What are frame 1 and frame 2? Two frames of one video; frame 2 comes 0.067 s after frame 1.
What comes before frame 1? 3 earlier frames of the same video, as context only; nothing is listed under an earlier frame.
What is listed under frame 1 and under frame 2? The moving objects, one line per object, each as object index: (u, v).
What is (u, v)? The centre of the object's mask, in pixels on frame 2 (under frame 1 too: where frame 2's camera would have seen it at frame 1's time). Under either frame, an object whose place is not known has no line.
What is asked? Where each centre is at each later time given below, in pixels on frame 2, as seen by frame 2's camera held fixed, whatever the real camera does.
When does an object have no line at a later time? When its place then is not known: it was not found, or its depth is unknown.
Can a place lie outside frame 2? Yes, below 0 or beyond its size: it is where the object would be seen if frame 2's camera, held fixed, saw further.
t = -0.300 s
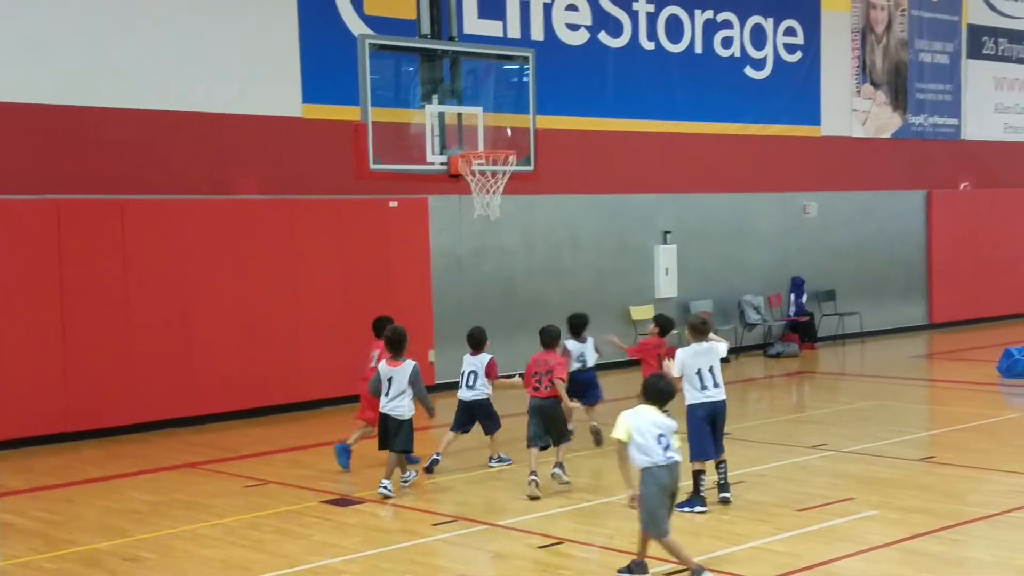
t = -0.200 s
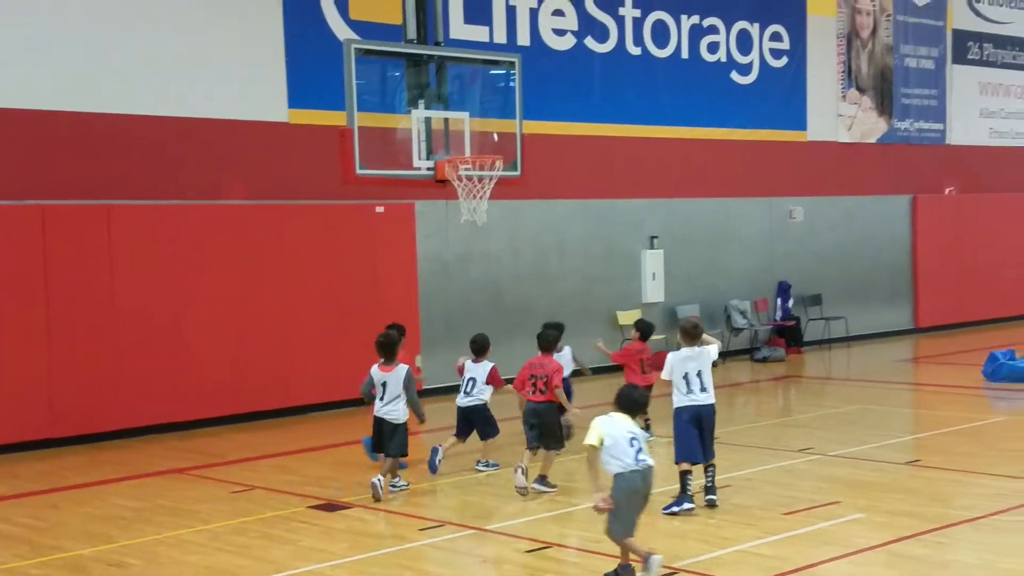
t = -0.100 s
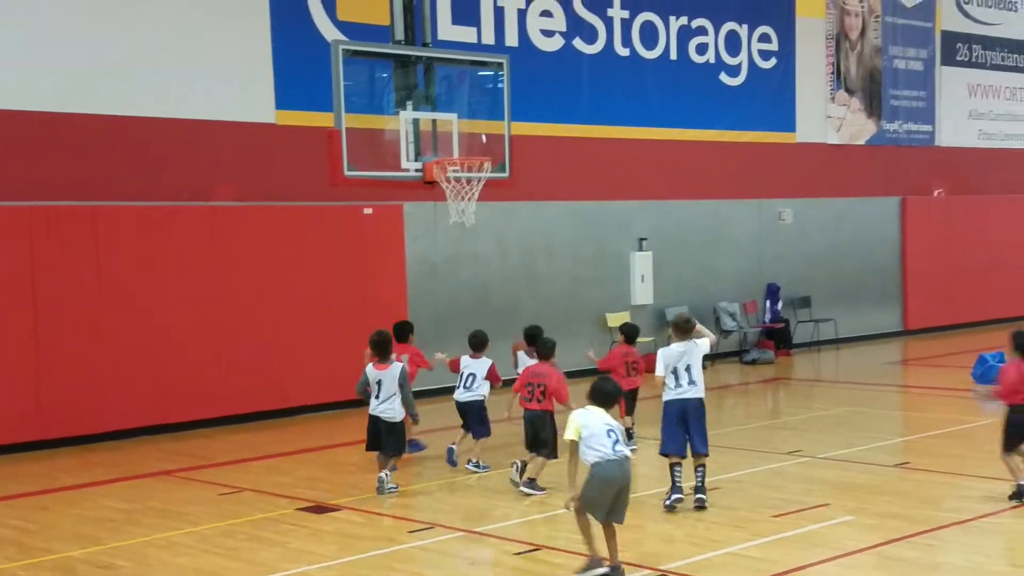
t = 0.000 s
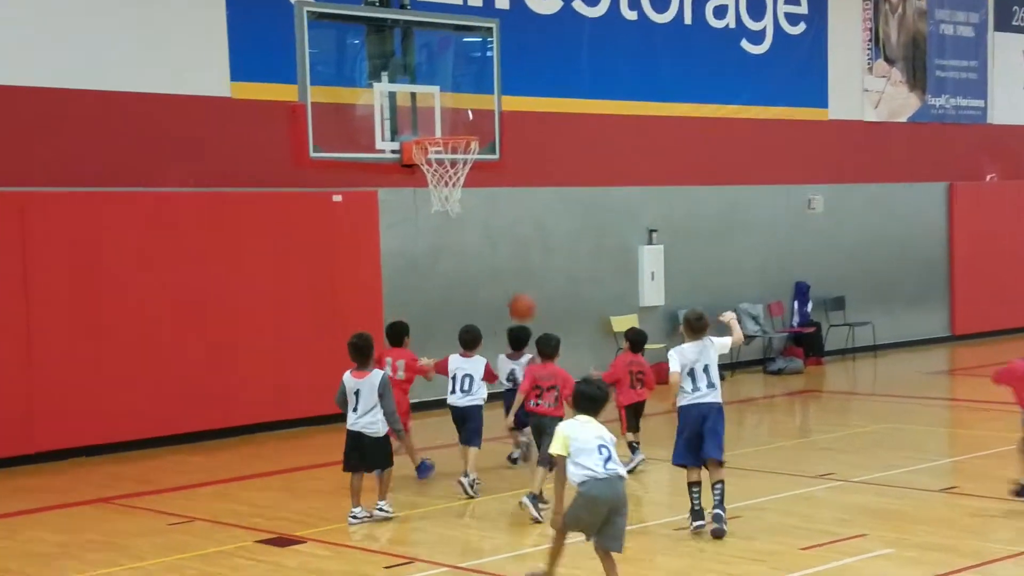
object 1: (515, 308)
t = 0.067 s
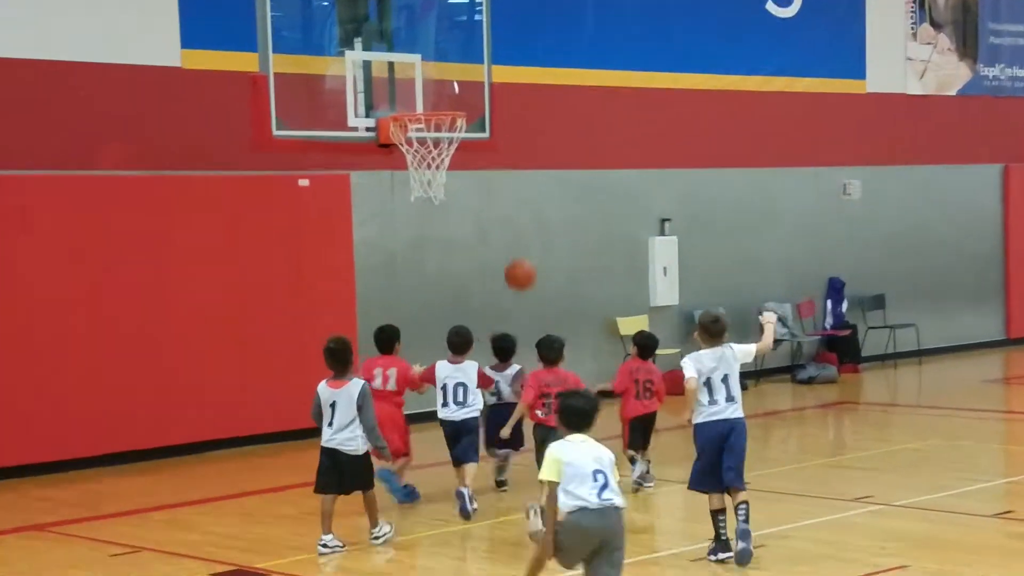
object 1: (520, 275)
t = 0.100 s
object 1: (522, 262)
